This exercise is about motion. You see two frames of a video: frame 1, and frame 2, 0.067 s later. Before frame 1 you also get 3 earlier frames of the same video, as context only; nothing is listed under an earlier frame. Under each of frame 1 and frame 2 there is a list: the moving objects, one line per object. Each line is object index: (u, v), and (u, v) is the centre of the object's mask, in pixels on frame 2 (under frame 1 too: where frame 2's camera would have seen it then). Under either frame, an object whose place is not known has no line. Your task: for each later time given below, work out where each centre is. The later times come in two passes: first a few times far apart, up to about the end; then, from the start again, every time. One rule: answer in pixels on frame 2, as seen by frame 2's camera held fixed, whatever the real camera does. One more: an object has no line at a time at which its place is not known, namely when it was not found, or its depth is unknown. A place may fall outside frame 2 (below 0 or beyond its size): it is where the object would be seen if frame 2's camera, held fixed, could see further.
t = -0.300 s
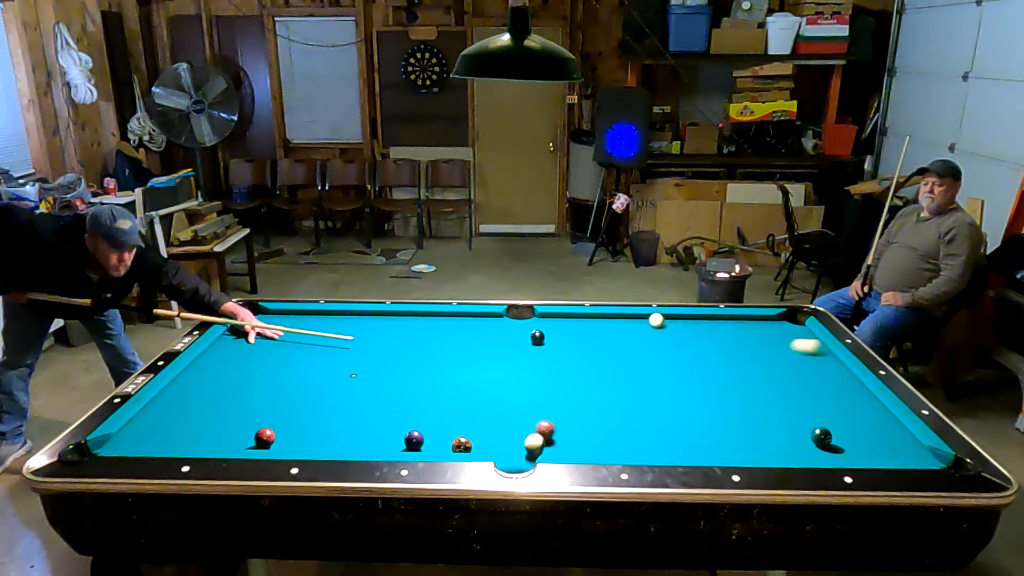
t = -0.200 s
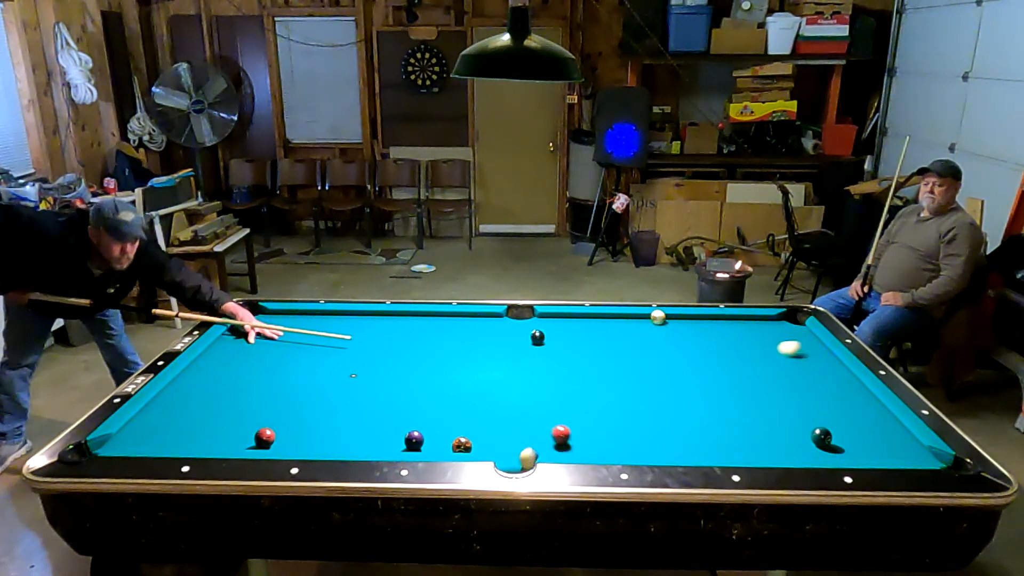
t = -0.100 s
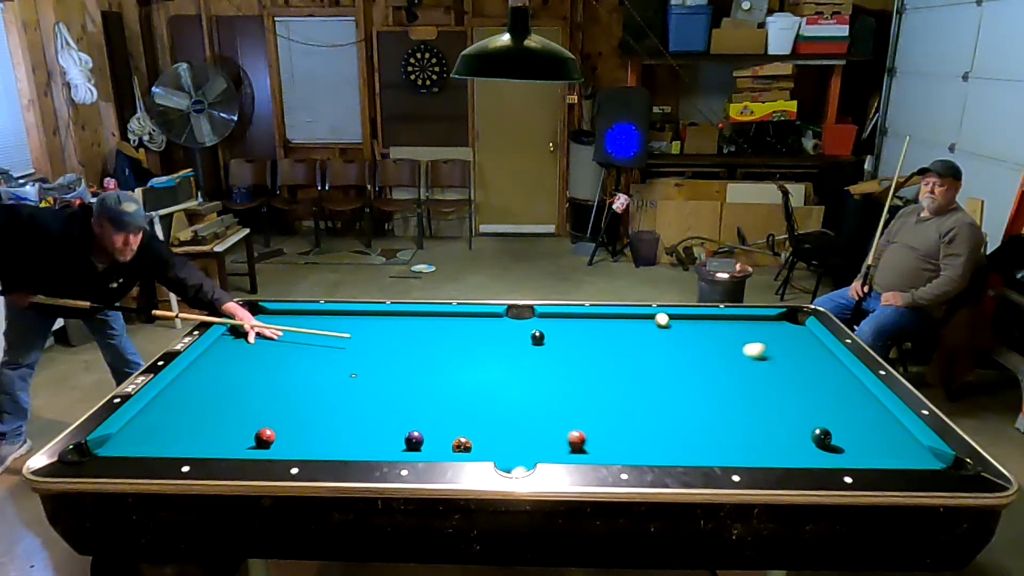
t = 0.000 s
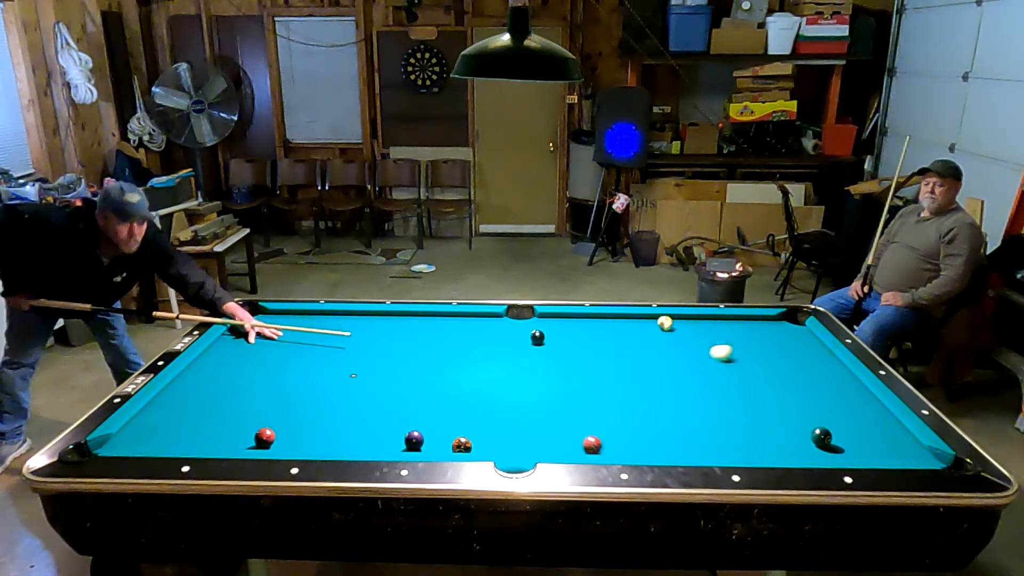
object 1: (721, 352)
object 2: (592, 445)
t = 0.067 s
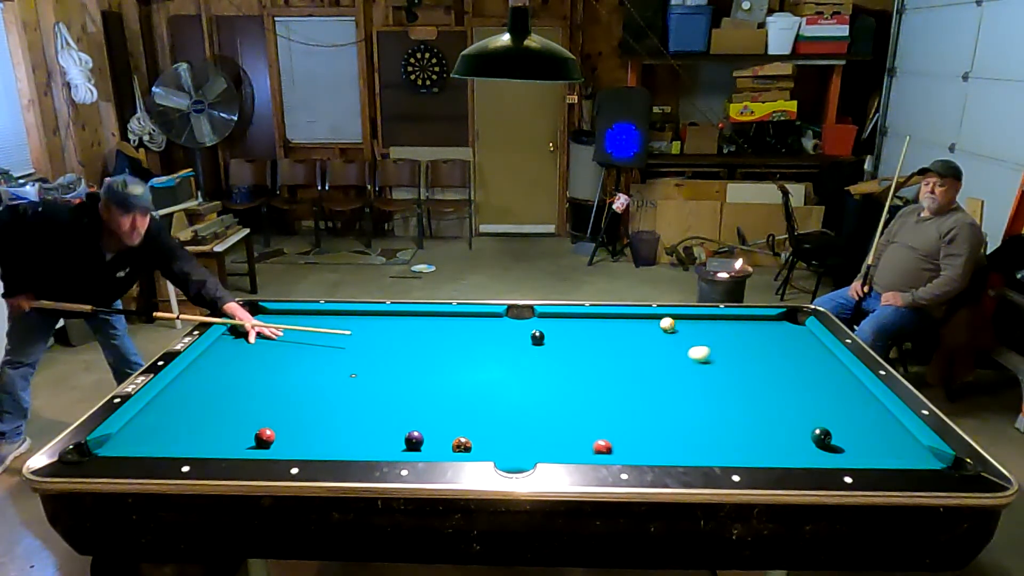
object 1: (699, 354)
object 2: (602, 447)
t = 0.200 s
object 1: (654, 356)
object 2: (621, 448)
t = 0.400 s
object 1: (588, 361)
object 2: (641, 446)
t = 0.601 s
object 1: (521, 365)
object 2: (659, 443)
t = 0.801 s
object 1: (454, 370)
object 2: (676, 439)
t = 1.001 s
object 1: (386, 374)
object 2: (691, 435)
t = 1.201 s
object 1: (318, 379)
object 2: (705, 432)
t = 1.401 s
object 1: (248, 383)
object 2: (717, 429)
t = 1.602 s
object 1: (179, 388)
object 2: (728, 426)
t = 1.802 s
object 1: (203, 392)
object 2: (737, 423)
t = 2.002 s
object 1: (238, 396)
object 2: (745, 421)
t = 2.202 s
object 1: (273, 399)
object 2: (752, 420)
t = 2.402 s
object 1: (307, 403)
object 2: (758, 418)
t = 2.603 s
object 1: (340, 406)
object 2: (762, 417)
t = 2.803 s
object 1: (373, 410)
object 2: (765, 416)
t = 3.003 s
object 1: (405, 414)
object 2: (767, 416)
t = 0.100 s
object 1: (688, 354)
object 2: (607, 448)
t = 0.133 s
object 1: (677, 355)
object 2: (613, 449)
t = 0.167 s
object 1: (666, 356)
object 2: (617, 449)
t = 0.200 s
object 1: (654, 356)
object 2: (621, 448)
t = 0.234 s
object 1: (644, 357)
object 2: (624, 448)
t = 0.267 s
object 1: (633, 358)
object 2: (627, 447)
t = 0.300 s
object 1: (622, 359)
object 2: (631, 447)
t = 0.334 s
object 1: (611, 359)
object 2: (634, 447)
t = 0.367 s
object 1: (600, 360)
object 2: (637, 446)
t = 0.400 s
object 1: (588, 361)
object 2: (641, 446)
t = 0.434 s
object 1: (577, 361)
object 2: (644, 445)
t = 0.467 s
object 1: (566, 362)
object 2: (647, 445)
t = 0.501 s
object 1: (555, 363)
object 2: (650, 445)
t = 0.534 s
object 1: (544, 363)
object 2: (653, 444)
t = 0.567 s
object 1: (533, 364)
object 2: (656, 444)
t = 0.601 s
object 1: (521, 365)
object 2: (659, 443)
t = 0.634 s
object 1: (510, 366)
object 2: (662, 442)
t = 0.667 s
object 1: (499, 366)
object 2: (665, 441)
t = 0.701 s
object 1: (488, 367)
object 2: (668, 441)
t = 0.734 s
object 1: (477, 368)
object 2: (670, 440)
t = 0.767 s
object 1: (466, 368)
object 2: (673, 439)
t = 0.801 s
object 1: (454, 370)
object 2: (676, 439)
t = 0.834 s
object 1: (443, 370)
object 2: (679, 439)
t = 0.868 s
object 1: (432, 371)
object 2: (681, 438)
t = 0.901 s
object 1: (420, 372)
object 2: (684, 437)
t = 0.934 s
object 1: (409, 373)
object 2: (686, 437)
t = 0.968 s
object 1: (397, 373)
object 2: (689, 436)
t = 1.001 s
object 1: (386, 374)
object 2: (691, 435)
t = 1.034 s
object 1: (375, 375)
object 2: (694, 435)
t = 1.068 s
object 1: (363, 375)
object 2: (696, 434)
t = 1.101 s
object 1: (352, 376)
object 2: (698, 433)
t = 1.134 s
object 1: (341, 377)
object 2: (701, 433)
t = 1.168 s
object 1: (329, 378)
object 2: (703, 433)
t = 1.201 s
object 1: (318, 379)
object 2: (705, 432)
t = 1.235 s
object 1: (306, 379)
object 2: (707, 431)
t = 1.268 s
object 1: (295, 380)
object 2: (709, 431)
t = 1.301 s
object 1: (283, 381)
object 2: (711, 430)
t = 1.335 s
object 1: (272, 382)
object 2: (714, 430)
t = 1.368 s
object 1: (260, 383)
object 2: (715, 429)
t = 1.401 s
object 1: (248, 383)
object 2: (717, 429)
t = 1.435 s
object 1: (237, 384)
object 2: (719, 428)
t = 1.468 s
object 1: (225, 385)
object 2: (721, 428)
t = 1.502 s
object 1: (214, 386)
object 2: (723, 427)
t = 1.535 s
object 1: (202, 387)
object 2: (725, 427)
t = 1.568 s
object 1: (191, 387)
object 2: (726, 427)
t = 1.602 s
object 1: (179, 388)
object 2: (728, 426)
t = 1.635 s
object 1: (172, 389)
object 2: (730, 426)
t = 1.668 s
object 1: (179, 390)
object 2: (731, 425)
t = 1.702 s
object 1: (186, 390)
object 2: (733, 425)
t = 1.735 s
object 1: (191, 391)
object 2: (735, 425)
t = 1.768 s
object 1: (197, 391)
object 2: (736, 424)
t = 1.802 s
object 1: (203, 392)
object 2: (737, 423)
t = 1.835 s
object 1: (209, 392)
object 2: (739, 423)
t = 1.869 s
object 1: (215, 393)
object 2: (740, 423)
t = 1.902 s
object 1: (221, 394)
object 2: (741, 422)
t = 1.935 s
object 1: (227, 394)
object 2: (743, 422)
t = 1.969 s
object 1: (232, 395)
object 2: (744, 422)
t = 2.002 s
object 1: (238, 396)
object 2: (745, 421)
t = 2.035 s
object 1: (244, 396)
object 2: (747, 421)
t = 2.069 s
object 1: (250, 397)
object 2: (748, 421)
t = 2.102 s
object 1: (256, 397)
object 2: (749, 421)
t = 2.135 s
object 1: (262, 398)
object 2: (750, 420)
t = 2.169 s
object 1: (267, 399)
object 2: (751, 420)
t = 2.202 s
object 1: (273, 399)
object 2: (752, 420)
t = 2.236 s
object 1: (278, 400)
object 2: (753, 420)
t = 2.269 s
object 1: (284, 400)
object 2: (754, 419)
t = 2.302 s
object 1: (290, 401)
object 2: (755, 419)
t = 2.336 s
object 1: (296, 401)
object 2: (756, 419)
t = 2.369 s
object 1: (301, 402)
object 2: (757, 419)
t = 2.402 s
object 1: (307, 403)
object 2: (758, 418)
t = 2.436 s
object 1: (312, 403)
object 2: (759, 418)
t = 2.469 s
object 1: (318, 404)
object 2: (759, 418)
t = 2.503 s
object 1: (323, 405)
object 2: (760, 418)
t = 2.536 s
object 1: (329, 405)
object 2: (761, 418)
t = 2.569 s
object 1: (334, 406)
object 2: (761, 417)
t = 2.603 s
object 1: (340, 406)
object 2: (762, 417)
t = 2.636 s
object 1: (345, 407)
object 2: (763, 417)
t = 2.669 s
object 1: (351, 408)
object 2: (763, 417)
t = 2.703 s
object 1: (356, 408)
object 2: (764, 417)
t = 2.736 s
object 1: (362, 409)
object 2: (764, 417)
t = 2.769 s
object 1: (367, 410)
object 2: (764, 417)
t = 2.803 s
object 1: (373, 410)
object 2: (765, 416)
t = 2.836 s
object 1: (378, 411)
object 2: (765, 416)
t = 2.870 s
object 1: (383, 412)
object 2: (766, 416)
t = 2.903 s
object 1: (389, 412)
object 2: (766, 416)
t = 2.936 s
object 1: (394, 413)
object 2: (767, 416)
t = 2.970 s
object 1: (399, 413)
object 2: (767, 416)
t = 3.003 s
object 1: (405, 414)
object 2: (767, 416)
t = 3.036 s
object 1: (410, 415)
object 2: (767, 416)
